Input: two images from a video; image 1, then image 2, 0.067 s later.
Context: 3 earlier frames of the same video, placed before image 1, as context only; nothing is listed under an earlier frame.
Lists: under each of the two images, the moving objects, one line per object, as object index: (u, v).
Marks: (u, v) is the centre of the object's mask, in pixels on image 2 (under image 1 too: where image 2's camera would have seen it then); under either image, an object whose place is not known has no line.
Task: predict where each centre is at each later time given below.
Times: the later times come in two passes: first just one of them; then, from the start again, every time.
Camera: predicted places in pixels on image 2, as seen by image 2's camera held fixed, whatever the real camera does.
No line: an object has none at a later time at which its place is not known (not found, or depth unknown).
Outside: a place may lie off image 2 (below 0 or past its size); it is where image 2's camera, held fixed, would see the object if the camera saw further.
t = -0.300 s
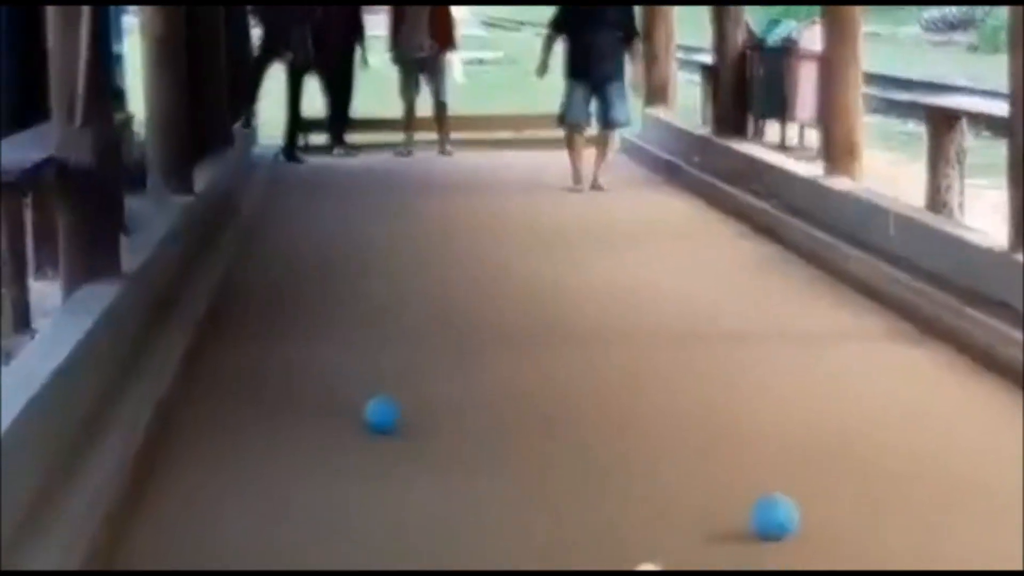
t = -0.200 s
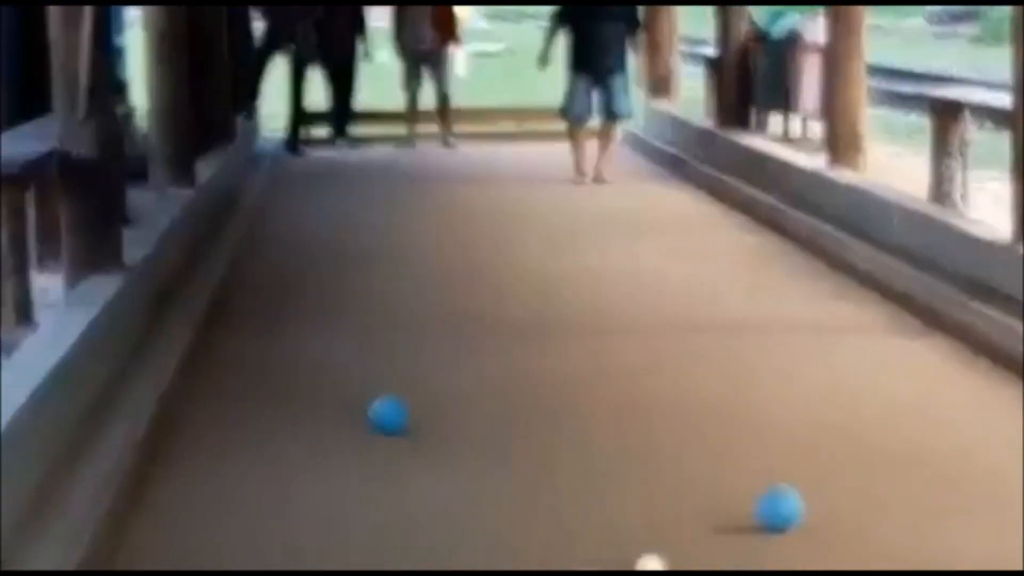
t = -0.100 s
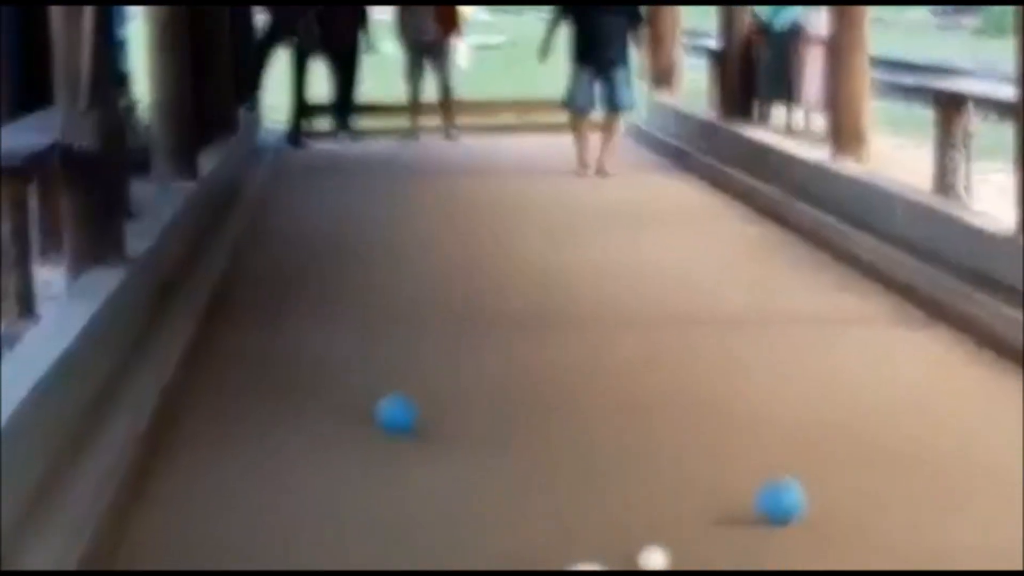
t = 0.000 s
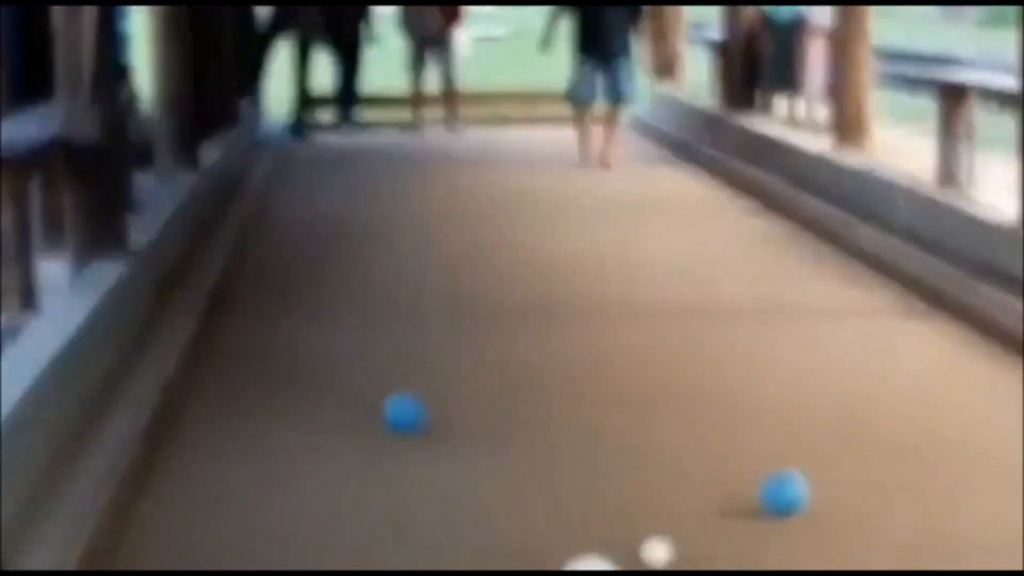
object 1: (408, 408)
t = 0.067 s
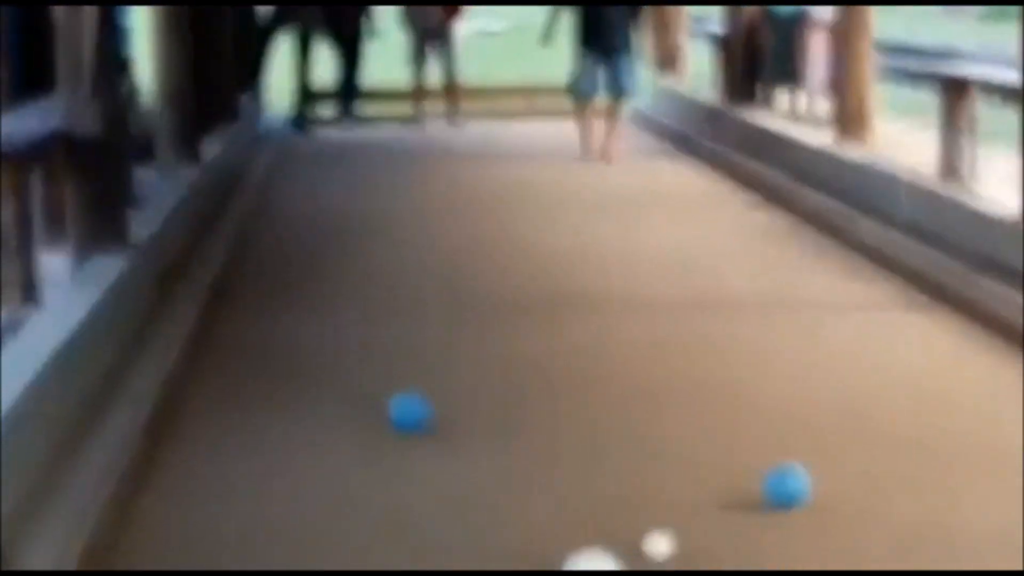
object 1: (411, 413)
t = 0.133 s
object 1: (414, 416)
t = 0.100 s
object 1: (411, 414)
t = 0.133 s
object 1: (414, 416)
